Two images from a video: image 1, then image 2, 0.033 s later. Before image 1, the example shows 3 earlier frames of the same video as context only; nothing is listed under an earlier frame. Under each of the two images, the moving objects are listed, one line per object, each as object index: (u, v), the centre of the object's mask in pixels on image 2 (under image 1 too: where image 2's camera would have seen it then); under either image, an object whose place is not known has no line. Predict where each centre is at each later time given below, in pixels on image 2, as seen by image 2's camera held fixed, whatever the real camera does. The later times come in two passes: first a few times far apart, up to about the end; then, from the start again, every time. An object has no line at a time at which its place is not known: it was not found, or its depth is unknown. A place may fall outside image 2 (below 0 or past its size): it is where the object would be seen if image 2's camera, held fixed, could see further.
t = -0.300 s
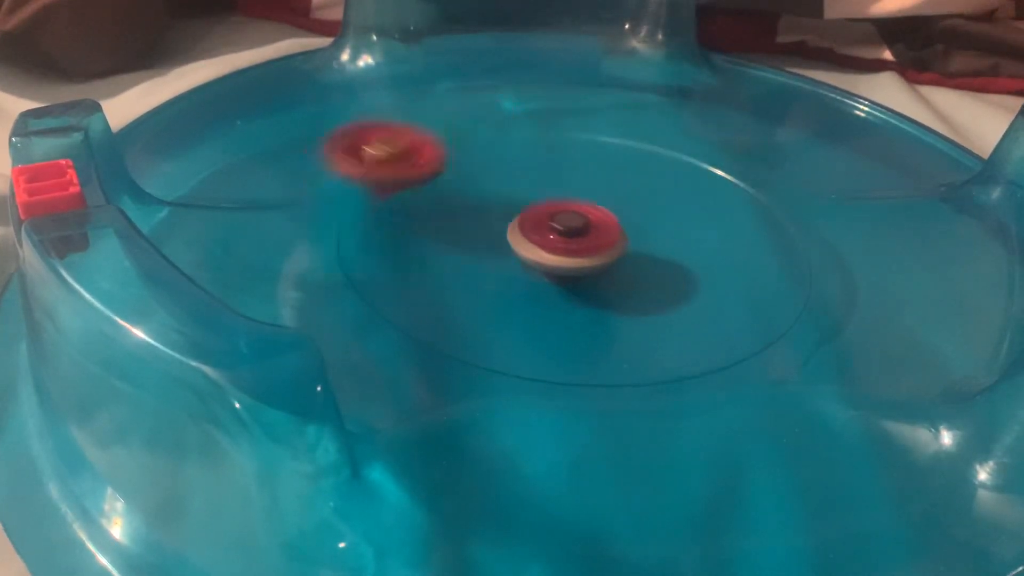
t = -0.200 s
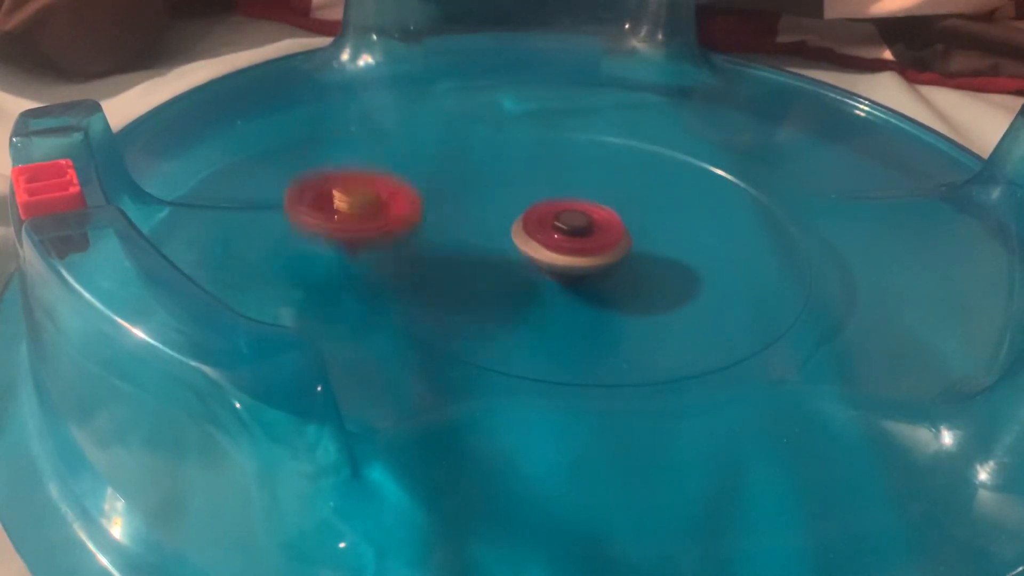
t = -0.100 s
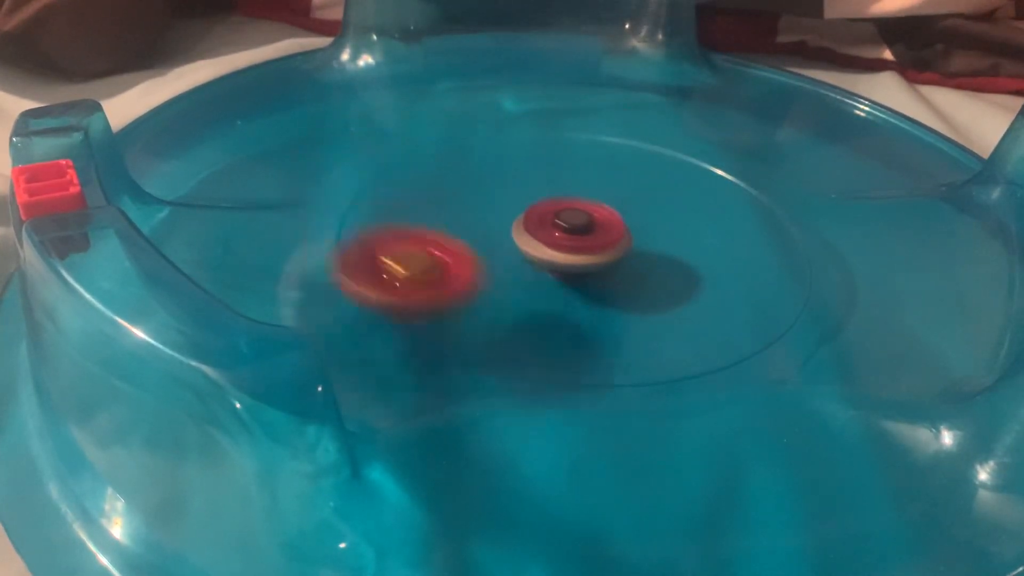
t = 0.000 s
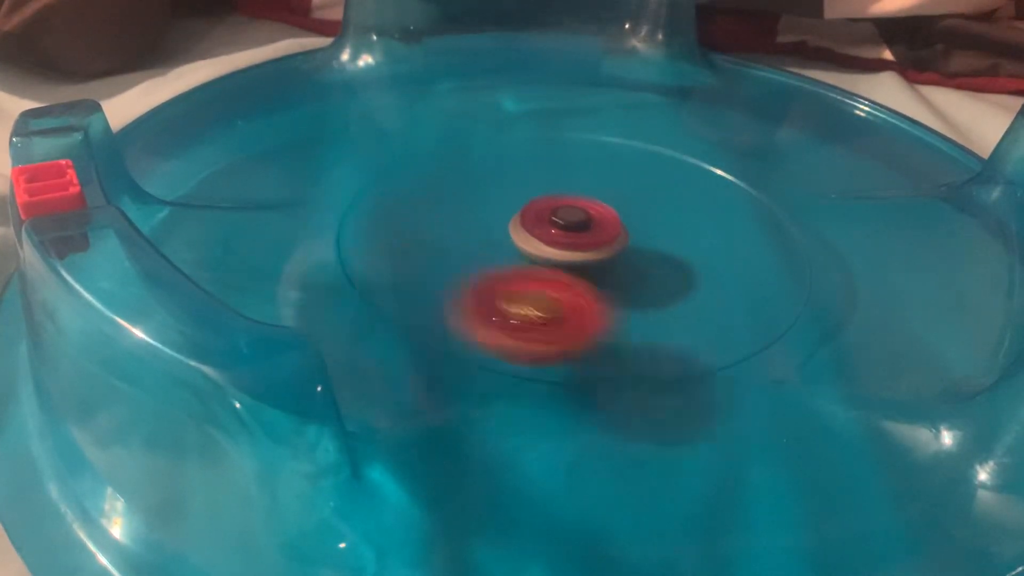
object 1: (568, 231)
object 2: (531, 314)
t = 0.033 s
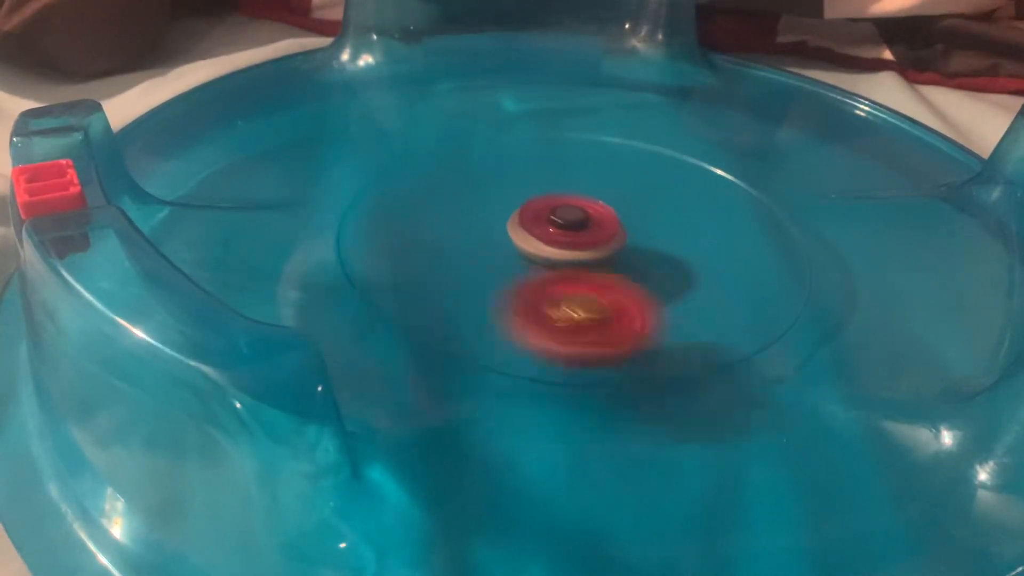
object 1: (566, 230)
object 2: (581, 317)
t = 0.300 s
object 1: (547, 228)
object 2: (722, 203)
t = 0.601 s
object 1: (528, 224)
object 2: (460, 131)
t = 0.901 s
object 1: (518, 221)
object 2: (413, 271)
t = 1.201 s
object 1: (527, 224)
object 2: (732, 260)
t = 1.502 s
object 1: (549, 224)
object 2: (568, 132)
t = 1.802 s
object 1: (564, 219)
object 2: (360, 203)
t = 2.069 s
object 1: (559, 217)
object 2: (601, 315)
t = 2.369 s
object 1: (558, 227)
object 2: (695, 181)
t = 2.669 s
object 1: (563, 234)
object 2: (430, 143)
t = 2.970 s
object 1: (562, 232)
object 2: (449, 288)
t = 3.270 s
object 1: (548, 231)
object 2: (729, 243)
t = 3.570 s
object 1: (537, 226)
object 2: (536, 133)
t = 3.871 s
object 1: (530, 222)
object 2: (373, 223)
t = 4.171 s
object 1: (533, 220)
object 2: (668, 295)
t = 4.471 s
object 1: (544, 220)
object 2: (637, 156)
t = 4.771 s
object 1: (556, 221)
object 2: (393, 169)
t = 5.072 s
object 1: (563, 220)
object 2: (543, 306)
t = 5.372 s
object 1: (560, 224)
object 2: (706, 205)
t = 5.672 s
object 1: (553, 228)
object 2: (469, 142)
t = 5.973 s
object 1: (547, 233)
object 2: (426, 267)
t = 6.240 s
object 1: (545, 234)
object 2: (694, 273)
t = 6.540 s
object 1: (542, 228)
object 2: (592, 148)
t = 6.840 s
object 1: (538, 220)
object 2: (384, 193)
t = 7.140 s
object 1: (533, 217)
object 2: (600, 301)
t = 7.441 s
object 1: (542, 222)
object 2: (673, 183)
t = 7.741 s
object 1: (561, 225)
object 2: (436, 157)
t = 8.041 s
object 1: (569, 222)
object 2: (482, 288)
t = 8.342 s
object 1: (556, 222)
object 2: (706, 232)
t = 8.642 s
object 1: (542, 226)
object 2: (514, 145)
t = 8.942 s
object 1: (535, 231)
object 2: (406, 241)
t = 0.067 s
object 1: (563, 230)
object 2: (624, 314)
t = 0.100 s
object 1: (561, 229)
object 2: (662, 306)
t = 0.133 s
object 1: (559, 229)
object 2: (695, 293)
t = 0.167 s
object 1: (557, 229)
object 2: (719, 277)
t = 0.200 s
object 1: (555, 228)
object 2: (733, 259)
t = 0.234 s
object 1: (552, 228)
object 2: (738, 240)
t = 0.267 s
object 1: (550, 227)
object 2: (734, 221)
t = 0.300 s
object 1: (547, 228)
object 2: (722, 203)
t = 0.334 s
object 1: (545, 227)
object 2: (704, 184)
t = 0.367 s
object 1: (543, 227)
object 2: (679, 168)
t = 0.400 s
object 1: (541, 225)
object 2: (652, 155)
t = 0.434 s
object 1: (539, 226)
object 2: (623, 144)
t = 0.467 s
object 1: (536, 225)
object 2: (591, 135)
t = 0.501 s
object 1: (534, 225)
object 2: (558, 130)
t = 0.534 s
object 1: (532, 224)
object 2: (525, 128)
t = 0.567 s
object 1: (530, 224)
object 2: (491, 128)
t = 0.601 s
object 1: (528, 224)
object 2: (460, 131)
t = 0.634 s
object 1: (526, 224)
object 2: (430, 137)
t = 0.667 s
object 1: (525, 222)
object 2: (403, 146)
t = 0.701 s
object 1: (523, 222)
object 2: (382, 158)
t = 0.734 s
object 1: (522, 222)
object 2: (365, 173)
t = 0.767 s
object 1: (521, 222)
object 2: (356, 191)
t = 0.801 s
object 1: (519, 221)
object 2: (356, 210)
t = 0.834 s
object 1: (519, 223)
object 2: (365, 230)
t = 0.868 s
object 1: (518, 221)
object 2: (384, 251)
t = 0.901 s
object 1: (518, 221)
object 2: (413, 271)
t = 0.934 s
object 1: (518, 221)
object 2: (446, 289)
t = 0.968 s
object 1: (518, 220)
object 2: (488, 303)
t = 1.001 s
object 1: (518, 222)
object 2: (534, 313)
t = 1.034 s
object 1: (520, 223)
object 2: (578, 315)
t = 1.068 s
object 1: (521, 223)
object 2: (620, 312)
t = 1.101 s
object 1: (523, 224)
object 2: (661, 305)
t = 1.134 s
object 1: (524, 224)
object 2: (693, 293)
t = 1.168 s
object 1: (526, 224)
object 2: (716, 278)
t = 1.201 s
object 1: (527, 224)
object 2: (732, 260)
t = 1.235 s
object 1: (529, 224)
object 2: (738, 241)
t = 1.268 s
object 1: (532, 224)
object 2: (735, 222)
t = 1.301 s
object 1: (534, 224)
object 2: (726, 204)
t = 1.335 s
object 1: (537, 225)
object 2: (709, 187)
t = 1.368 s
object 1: (539, 225)
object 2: (687, 171)
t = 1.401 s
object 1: (542, 225)
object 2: (661, 158)
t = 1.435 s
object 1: (544, 225)
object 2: (631, 146)
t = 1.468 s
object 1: (546, 224)
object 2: (601, 138)
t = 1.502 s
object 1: (549, 224)
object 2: (568, 132)
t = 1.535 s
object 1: (551, 223)
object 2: (536, 129)
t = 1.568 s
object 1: (553, 223)
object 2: (503, 129)
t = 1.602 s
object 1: (556, 223)
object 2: (471, 131)
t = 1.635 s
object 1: (557, 223)
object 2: (442, 136)
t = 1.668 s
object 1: (559, 222)
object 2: (415, 145)
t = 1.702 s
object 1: (561, 222)
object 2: (393, 156)
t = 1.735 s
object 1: (563, 220)
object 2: (375, 169)
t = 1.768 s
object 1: (564, 220)
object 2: (364, 185)
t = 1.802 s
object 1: (564, 219)
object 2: (360, 203)
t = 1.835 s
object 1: (565, 219)
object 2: (365, 223)
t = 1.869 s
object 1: (565, 218)
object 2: (380, 243)
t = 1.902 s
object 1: (564, 218)
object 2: (402, 262)
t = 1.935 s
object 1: (563, 217)
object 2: (432, 281)
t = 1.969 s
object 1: (562, 217)
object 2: (469, 297)
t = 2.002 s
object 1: (561, 216)
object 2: (512, 309)
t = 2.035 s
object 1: (560, 216)
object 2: (557, 314)
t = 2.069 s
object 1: (559, 217)
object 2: (601, 315)
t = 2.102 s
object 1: (557, 217)
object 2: (641, 310)
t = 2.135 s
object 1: (556, 219)
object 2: (676, 300)
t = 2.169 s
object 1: (555, 221)
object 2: (704, 286)
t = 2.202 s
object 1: (555, 222)
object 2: (723, 271)
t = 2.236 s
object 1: (555, 223)
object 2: (734, 253)
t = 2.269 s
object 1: (555, 224)
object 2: (735, 234)
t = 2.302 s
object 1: (556, 225)
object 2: (729, 215)
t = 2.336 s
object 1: (557, 226)
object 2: (715, 198)
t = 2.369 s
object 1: (558, 227)
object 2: (695, 181)
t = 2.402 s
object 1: (558, 227)
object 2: (671, 167)
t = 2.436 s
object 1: (558, 228)
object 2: (644, 155)
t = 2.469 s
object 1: (559, 229)
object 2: (615, 146)
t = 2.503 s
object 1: (559, 230)
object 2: (584, 138)
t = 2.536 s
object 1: (560, 231)
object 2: (552, 133)
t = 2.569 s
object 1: (560, 232)
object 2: (519, 131)
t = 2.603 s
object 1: (561, 233)
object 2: (488, 132)
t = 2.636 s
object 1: (562, 233)
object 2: (458, 136)
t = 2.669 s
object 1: (563, 234)
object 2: (430, 143)
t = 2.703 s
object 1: (564, 235)
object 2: (406, 151)
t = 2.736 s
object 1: (564, 235)
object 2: (386, 163)
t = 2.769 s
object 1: (564, 234)
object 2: (370, 178)
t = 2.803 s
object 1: (564, 234)
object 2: (363, 194)
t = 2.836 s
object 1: (565, 234)
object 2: (364, 213)
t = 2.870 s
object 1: (564, 235)
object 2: (373, 232)
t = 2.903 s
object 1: (563, 234)
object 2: (390, 252)
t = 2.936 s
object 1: (563, 234)
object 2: (415, 270)
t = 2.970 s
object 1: (562, 232)
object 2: (449, 288)
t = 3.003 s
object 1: (561, 233)
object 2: (489, 301)
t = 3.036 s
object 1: (560, 231)
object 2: (532, 310)
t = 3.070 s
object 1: (558, 229)
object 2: (576, 312)
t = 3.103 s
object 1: (555, 231)
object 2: (616, 310)
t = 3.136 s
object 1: (554, 231)
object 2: (652, 303)
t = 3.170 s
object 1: (552, 231)
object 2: (683, 292)
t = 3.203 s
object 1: (551, 231)
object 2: (706, 278)
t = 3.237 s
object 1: (550, 230)
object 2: (722, 261)
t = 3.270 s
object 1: (548, 231)
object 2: (729, 243)
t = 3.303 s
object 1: (546, 230)
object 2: (726, 225)
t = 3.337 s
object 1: (545, 229)
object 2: (716, 207)
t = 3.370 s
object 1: (544, 229)
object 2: (701, 190)
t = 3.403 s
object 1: (544, 229)
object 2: (680, 175)
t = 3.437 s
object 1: (542, 228)
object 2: (655, 162)
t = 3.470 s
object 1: (541, 228)
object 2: (627, 151)
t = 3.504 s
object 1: (539, 227)
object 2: (598, 142)
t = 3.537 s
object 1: (538, 226)
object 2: (567, 136)
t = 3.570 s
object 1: (537, 226)
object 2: (536, 133)
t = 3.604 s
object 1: (535, 225)
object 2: (505, 133)
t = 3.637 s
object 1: (534, 225)
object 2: (475, 135)
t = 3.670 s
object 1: (532, 225)
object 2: (447, 140)
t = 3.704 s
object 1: (532, 225)
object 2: (421, 147)
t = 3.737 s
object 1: (531, 224)
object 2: (399, 158)
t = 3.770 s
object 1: (530, 224)
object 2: (382, 171)
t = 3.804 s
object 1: (530, 223)
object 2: (371, 186)
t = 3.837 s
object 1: (530, 223)
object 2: (368, 203)
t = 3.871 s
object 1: (530, 222)
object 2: (373, 223)
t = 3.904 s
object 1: (529, 222)
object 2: (386, 241)
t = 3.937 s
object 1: (529, 222)
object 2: (407, 260)
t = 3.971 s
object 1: (530, 221)
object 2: (436, 278)
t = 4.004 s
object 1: (530, 219)
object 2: (473, 292)
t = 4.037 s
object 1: (530, 219)
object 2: (514, 303)
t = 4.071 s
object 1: (530, 220)
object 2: (557, 308)
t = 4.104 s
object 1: (532, 222)
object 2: (596, 308)
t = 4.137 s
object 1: (532, 220)
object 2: (634, 304)
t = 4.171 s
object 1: (533, 220)
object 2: (668, 295)
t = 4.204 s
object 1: (534, 220)
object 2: (694, 282)
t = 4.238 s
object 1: (535, 220)
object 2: (713, 266)
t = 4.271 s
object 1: (537, 220)
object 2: (723, 250)
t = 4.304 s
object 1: (538, 220)
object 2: (725, 232)
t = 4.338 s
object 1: (539, 220)
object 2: (719, 214)
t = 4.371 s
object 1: (540, 220)
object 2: (706, 198)
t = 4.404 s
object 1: (542, 220)
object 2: (687, 181)
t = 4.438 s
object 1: (543, 220)
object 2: (664, 168)
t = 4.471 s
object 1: (544, 220)
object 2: (637, 156)
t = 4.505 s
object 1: (545, 220)
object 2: (609, 147)
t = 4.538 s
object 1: (547, 220)
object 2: (579, 140)
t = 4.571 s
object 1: (549, 220)
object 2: (549, 137)
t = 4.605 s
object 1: (551, 221)
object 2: (519, 135)
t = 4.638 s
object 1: (552, 221)
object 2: (489, 136)
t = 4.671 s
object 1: (553, 220)
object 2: (460, 141)
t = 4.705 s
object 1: (554, 220)
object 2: (434, 148)
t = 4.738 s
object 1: (555, 221)
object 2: (412, 157)
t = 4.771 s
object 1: (556, 221)
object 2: (393, 169)
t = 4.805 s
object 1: (557, 220)
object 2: (381, 183)
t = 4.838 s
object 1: (558, 220)
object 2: (376, 200)
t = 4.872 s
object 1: (559, 220)
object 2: (377, 218)
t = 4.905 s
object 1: (560, 220)
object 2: (387, 236)
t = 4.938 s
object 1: (561, 221)
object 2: (405, 255)
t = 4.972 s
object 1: (562, 221)
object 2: (431, 272)
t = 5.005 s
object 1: (563, 221)
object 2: (463, 288)
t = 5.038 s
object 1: (563, 220)
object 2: (502, 299)
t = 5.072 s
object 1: (563, 220)
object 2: (543, 306)
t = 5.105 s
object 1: (563, 221)
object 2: (585, 307)
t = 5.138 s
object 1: (563, 222)
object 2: (622, 304)
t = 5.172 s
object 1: (563, 221)
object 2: (655, 297)
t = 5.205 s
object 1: (563, 221)
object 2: (683, 285)
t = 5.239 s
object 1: (563, 222)
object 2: (703, 271)
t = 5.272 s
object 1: (562, 221)
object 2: (716, 255)
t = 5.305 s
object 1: (562, 223)
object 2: (720, 238)
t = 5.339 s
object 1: (561, 223)
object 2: (716, 221)
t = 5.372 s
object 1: (560, 224)
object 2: (706, 205)
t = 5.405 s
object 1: (560, 224)
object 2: (689, 189)
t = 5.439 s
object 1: (559, 225)
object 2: (668, 176)
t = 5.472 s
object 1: (559, 226)
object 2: (643, 163)
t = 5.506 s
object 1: (558, 226)
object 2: (617, 154)
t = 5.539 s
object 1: (557, 227)
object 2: (587, 146)
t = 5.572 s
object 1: (556, 227)
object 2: (556, 141)
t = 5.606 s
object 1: (555, 227)
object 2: (527, 138)
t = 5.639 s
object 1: (554, 228)
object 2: (497, 138)
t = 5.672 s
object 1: (553, 228)
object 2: (469, 142)
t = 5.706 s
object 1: (552, 228)
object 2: (442, 148)
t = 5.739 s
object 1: (551, 229)
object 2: (418, 157)
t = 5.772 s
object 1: (550, 230)
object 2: (399, 168)
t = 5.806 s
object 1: (549, 231)
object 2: (386, 181)
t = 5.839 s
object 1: (549, 231)
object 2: (378, 196)
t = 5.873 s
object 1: (548, 232)
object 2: (378, 214)
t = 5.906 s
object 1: (548, 232)
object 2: (386, 232)
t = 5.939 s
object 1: (547, 234)
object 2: (402, 250)
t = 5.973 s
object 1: (547, 233)
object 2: (426, 267)
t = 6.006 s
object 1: (547, 231)
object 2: (458, 284)
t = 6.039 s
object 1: (547, 229)
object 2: (495, 296)
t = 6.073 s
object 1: (546, 229)
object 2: (535, 303)
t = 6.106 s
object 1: (545, 231)
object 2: (574, 305)
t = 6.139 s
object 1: (544, 232)
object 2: (611, 303)
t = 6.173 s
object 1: (545, 234)
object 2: (644, 296)
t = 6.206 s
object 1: (545, 234)
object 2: (672, 286)
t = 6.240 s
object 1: (545, 234)
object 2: (694, 273)
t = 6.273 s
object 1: (544, 233)
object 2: (708, 258)
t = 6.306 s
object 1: (544, 233)
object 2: (713, 240)
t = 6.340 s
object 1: (543, 232)
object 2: (712, 223)
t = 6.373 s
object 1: (543, 232)
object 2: (703, 206)
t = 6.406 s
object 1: (543, 231)
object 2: (688, 192)
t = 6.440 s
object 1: (542, 231)
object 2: (668, 178)
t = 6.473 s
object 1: (542, 230)
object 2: (645, 166)
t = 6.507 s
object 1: (542, 229)
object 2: (619, 156)
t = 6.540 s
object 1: (542, 228)
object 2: (592, 148)
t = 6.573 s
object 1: (541, 228)
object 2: (562, 142)
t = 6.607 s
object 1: (541, 227)
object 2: (533, 140)
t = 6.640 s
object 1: (540, 225)
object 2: (504, 139)
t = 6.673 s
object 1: (540, 223)
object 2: (477, 142)
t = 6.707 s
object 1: (540, 224)
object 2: (451, 148)
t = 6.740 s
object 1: (539, 222)
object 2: (427, 156)
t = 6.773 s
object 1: (538, 221)
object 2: (407, 166)
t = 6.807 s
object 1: (538, 221)
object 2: (393, 178)
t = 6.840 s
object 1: (538, 220)
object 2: (384, 193)
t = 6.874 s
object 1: (538, 219)
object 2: (384, 210)
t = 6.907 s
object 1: (537, 219)
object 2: (389, 228)
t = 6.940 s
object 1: (536, 220)
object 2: (403, 245)
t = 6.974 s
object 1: (536, 218)
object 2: (425, 262)
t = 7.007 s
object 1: (536, 217)
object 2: (454, 278)
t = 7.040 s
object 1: (535, 216)
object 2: (487, 290)
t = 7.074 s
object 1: (534, 216)
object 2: (526, 298)
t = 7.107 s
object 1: (534, 217)
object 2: (564, 302)
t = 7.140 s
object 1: (533, 217)
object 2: (600, 301)
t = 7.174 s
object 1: (533, 217)
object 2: (635, 297)
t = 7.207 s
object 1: (533, 218)
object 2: (664, 288)
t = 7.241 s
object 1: (534, 218)
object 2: (688, 275)
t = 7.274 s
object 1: (535, 219)
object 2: (703, 261)
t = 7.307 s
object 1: (536, 219)
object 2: (711, 246)
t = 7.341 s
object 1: (537, 220)
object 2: (712, 228)
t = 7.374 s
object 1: (539, 221)
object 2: (705, 212)
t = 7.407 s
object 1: (540, 221)
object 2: (691, 197)
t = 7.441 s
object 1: (542, 222)
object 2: (673, 183)
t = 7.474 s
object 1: (544, 223)
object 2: (651, 171)
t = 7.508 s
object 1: (546, 223)
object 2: (626, 160)
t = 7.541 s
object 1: (549, 224)
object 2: (599, 153)
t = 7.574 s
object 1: (551, 225)
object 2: (571, 147)
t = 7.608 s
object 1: (553, 224)
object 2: (542, 143)
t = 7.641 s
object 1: (555, 224)
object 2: (513, 143)
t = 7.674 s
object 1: (557, 225)
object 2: (486, 145)
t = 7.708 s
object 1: (559, 225)
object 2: (459, 149)
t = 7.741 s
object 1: (561, 225)
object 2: (436, 157)
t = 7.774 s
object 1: (562, 225)
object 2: (416, 167)
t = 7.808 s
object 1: (564, 225)
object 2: (401, 178)
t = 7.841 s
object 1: (565, 224)
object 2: (390, 192)
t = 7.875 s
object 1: (568, 224)
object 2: (388, 208)
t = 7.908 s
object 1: (568, 224)
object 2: (392, 224)
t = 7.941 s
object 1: (569, 224)
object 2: (404, 242)
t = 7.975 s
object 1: (569, 223)
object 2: (424, 259)
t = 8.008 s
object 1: (570, 222)
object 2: (450, 275)
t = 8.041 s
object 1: (569, 222)
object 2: (482, 288)
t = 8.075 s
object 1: (568, 221)
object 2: (520, 297)
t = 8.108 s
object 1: (568, 220)
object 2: (556, 301)
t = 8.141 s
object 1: (567, 219)
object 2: (594, 301)
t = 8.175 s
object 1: (565, 220)
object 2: (627, 296)
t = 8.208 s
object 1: (563, 221)
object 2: (655, 289)
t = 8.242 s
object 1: (562, 221)
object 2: (679, 277)
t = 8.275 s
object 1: (560, 221)
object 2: (695, 264)
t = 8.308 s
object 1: (558, 221)
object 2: (705, 247)
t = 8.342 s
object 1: (556, 222)
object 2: (706, 232)
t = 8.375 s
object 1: (553, 222)
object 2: (700, 215)
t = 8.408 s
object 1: (552, 223)
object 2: (687, 200)
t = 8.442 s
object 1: (550, 222)
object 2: (670, 187)
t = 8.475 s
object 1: (549, 223)
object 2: (650, 174)
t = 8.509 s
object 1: (547, 224)
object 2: (625, 164)
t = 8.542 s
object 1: (545, 225)
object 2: (598, 155)
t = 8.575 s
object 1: (545, 226)
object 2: (570, 150)
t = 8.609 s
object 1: (543, 226)
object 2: (542, 146)
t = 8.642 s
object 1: (542, 226)
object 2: (514, 145)
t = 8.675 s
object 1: (541, 226)
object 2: (488, 147)
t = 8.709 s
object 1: (540, 227)
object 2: (463, 151)
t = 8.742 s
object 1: (539, 228)
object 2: (439, 158)
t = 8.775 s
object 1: (537, 228)
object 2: (419, 168)
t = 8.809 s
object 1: (536, 229)
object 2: (405, 179)
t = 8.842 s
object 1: (536, 230)
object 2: (394, 192)
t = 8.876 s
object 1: (536, 230)
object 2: (392, 208)
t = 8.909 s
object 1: (535, 230)
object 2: (395, 225)
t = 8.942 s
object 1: (535, 231)
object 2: (406, 241)
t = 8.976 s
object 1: (535, 232)
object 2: (424, 258)
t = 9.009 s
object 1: (534, 229)
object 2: (451, 273)
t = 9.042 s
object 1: (534, 227)
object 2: (481, 286)
